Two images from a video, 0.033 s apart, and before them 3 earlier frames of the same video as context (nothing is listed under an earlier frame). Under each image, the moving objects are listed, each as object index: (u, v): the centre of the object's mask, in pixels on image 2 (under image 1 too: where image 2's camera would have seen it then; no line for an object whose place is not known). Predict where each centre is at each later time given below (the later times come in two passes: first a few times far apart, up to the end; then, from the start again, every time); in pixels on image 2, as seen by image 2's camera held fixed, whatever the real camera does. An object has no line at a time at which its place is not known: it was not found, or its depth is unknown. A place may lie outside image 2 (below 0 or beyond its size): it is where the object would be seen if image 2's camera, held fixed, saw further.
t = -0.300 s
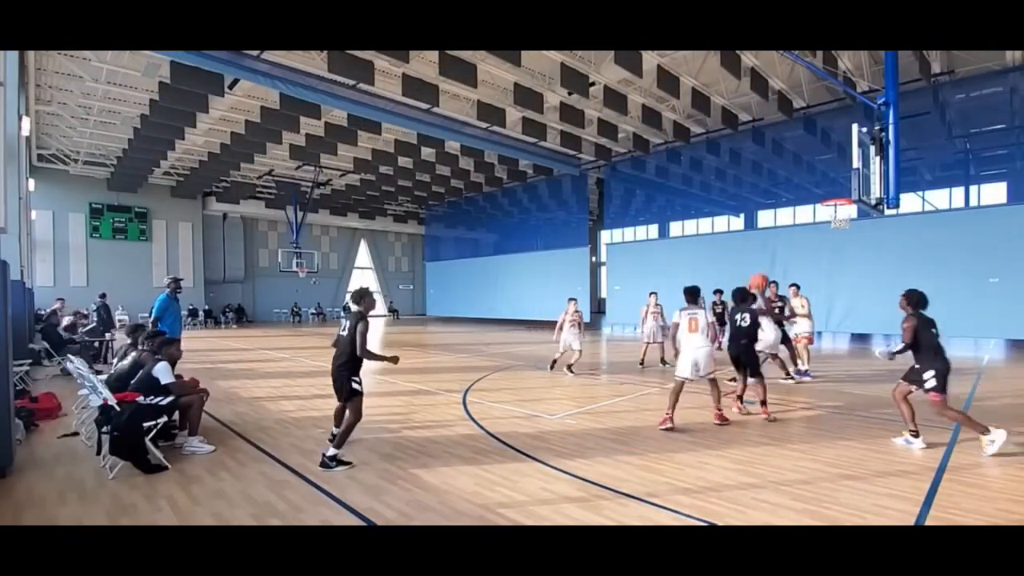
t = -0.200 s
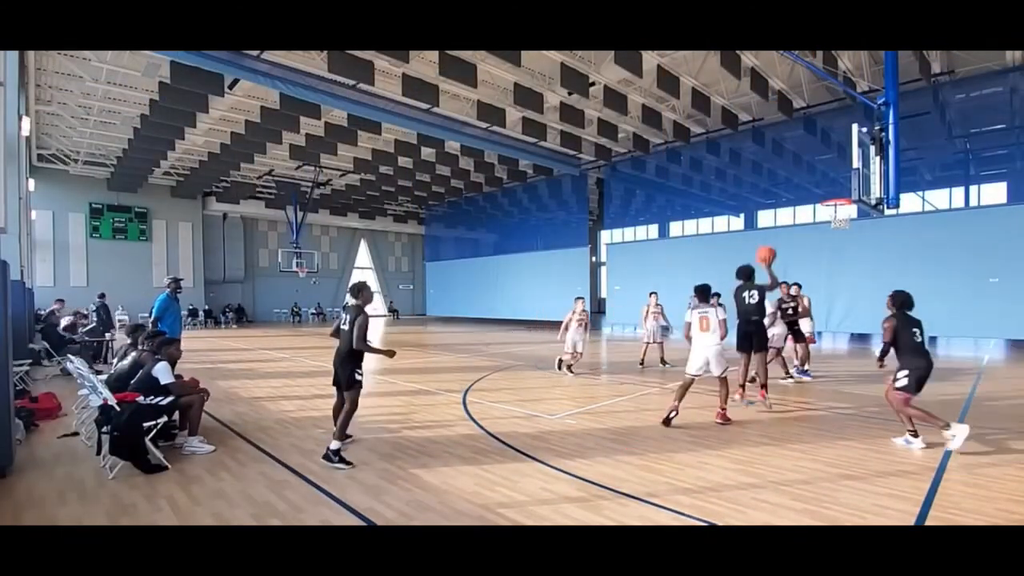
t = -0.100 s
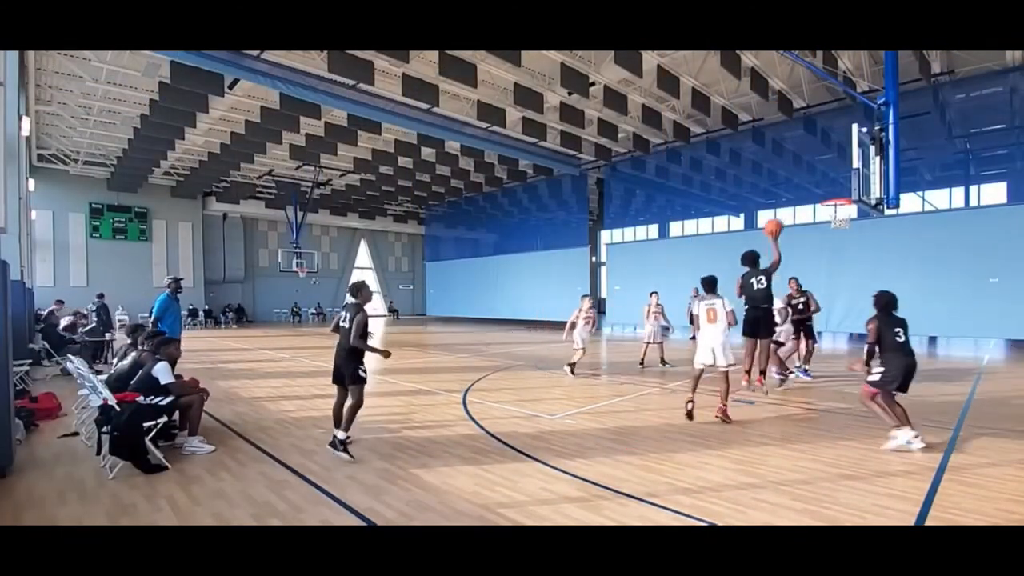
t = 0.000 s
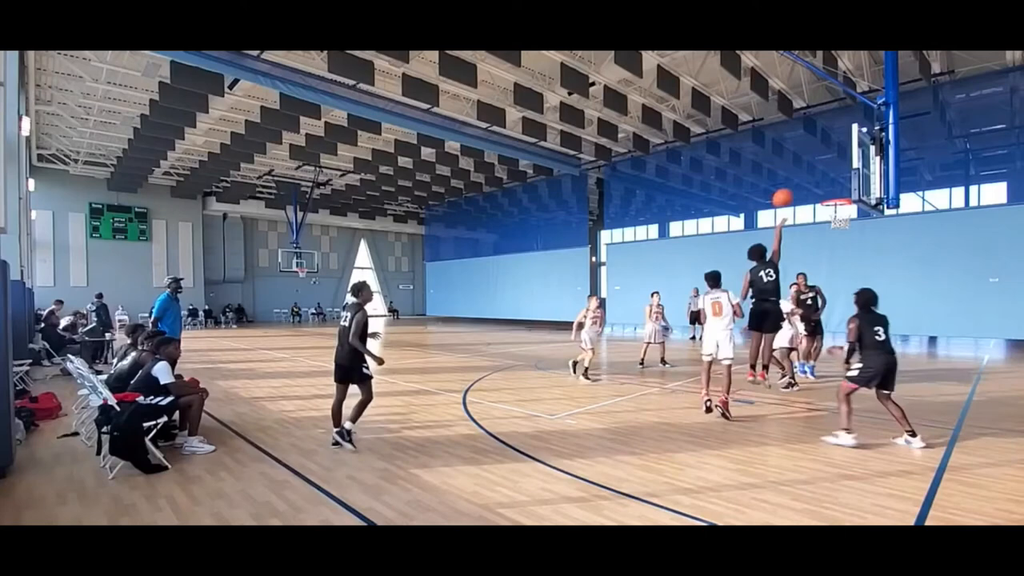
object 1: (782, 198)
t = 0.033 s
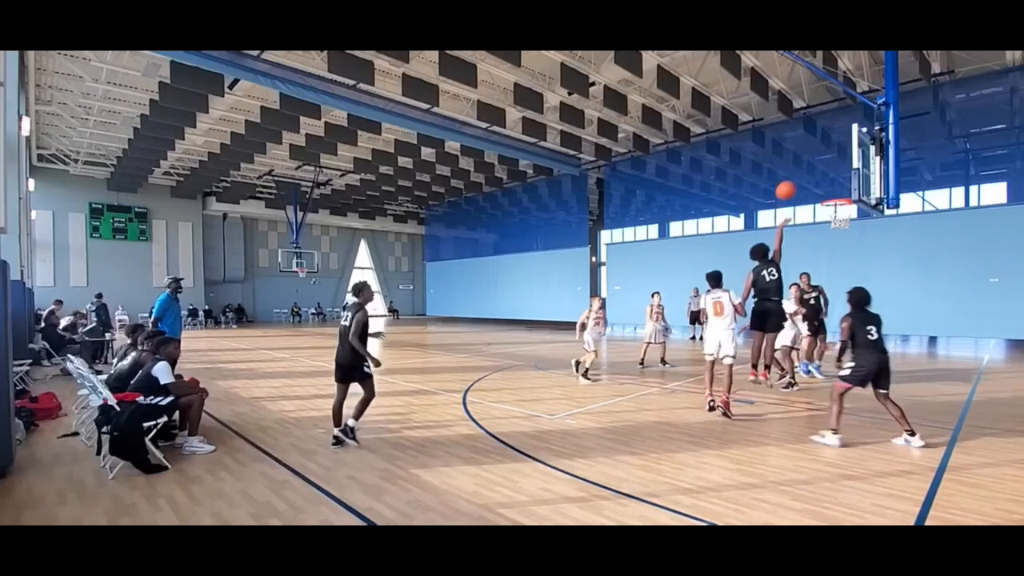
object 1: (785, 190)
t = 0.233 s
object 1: (803, 162)
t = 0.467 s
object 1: (820, 164)
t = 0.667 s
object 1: (834, 192)
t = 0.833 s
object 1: (841, 223)
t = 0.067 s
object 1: (788, 184)
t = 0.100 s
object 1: (791, 177)
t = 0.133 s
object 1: (795, 172)
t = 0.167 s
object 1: (797, 168)
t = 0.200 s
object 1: (800, 165)
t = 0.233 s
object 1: (803, 162)
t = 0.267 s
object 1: (806, 160)
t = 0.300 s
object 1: (808, 159)
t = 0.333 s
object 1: (810, 159)
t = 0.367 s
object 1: (813, 159)
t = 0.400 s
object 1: (815, 160)
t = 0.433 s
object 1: (818, 162)
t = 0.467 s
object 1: (820, 164)
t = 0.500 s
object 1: (823, 168)
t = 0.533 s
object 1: (825, 171)
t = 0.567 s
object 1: (828, 176)
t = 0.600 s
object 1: (829, 181)
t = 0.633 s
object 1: (832, 187)
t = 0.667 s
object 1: (834, 192)
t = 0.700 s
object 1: (836, 196)
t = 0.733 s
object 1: (839, 207)
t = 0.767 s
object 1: (841, 214)
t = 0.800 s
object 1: (841, 219)
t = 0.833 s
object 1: (841, 223)
